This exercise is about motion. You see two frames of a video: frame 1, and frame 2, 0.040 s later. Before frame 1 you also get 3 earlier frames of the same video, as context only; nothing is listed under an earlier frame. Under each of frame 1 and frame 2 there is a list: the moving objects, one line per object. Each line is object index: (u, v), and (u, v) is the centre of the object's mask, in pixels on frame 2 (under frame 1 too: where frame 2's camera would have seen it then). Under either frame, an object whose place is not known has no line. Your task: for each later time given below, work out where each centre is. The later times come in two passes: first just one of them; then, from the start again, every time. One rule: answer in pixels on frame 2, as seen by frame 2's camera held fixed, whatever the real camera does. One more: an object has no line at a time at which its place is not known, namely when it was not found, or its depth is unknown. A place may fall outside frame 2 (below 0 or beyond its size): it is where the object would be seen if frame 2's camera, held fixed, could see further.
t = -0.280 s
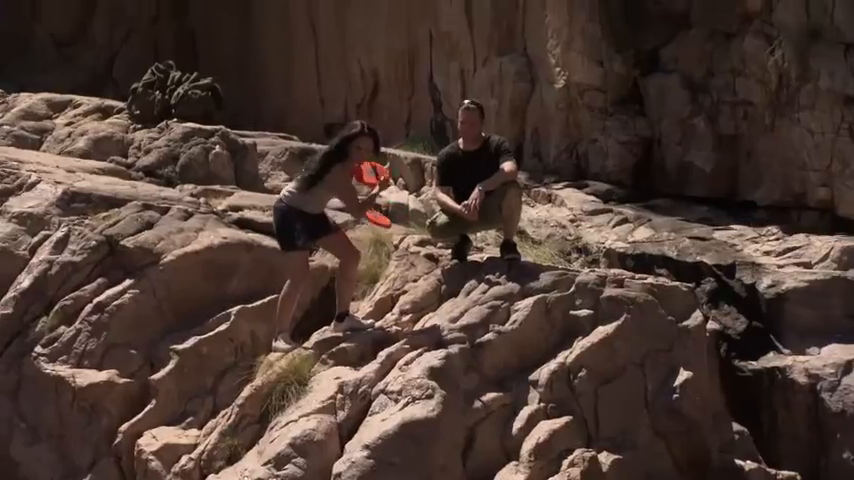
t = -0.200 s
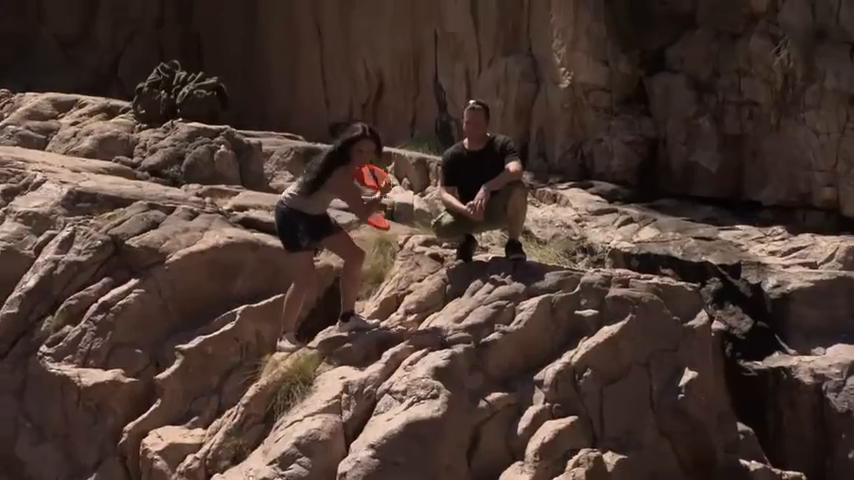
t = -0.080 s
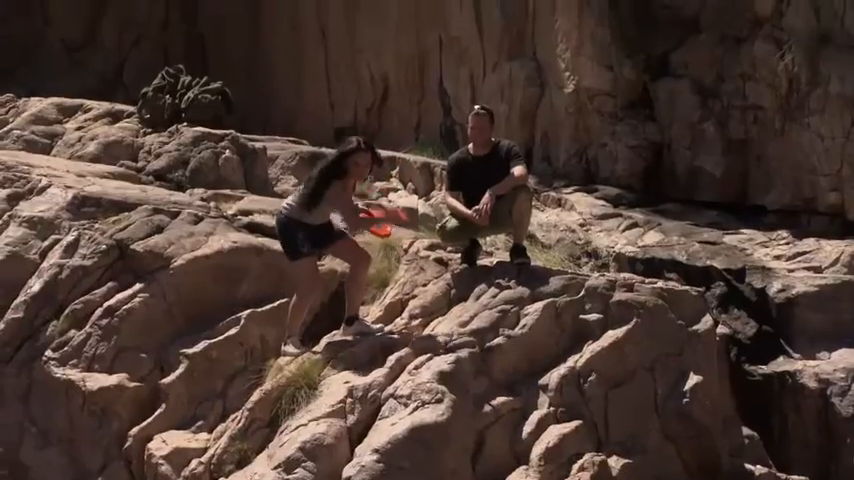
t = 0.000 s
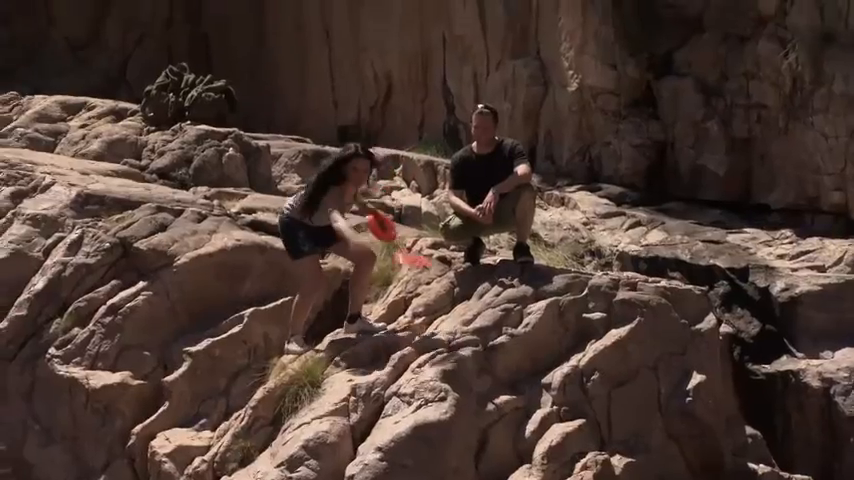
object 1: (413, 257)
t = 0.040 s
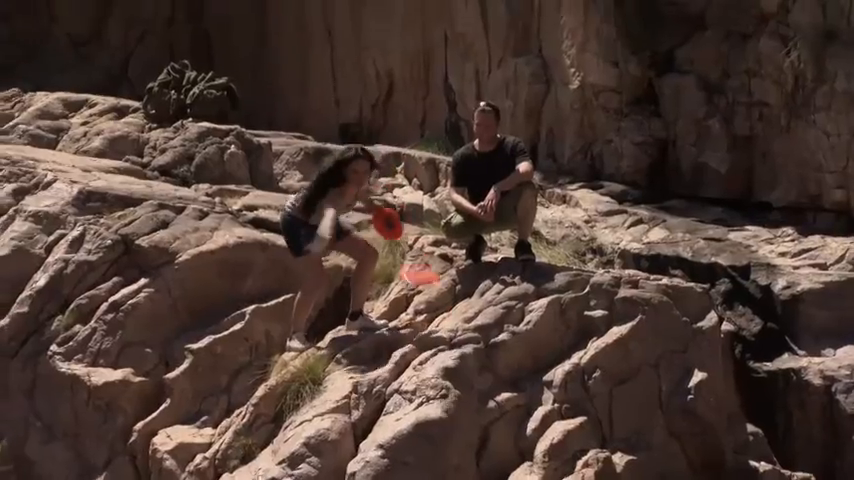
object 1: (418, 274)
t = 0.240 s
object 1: (446, 378)
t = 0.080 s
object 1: (426, 293)
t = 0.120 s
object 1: (429, 313)
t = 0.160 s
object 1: (435, 334)
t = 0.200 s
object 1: (440, 354)
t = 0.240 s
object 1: (446, 378)
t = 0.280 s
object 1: (450, 405)
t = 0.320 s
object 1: (457, 429)
